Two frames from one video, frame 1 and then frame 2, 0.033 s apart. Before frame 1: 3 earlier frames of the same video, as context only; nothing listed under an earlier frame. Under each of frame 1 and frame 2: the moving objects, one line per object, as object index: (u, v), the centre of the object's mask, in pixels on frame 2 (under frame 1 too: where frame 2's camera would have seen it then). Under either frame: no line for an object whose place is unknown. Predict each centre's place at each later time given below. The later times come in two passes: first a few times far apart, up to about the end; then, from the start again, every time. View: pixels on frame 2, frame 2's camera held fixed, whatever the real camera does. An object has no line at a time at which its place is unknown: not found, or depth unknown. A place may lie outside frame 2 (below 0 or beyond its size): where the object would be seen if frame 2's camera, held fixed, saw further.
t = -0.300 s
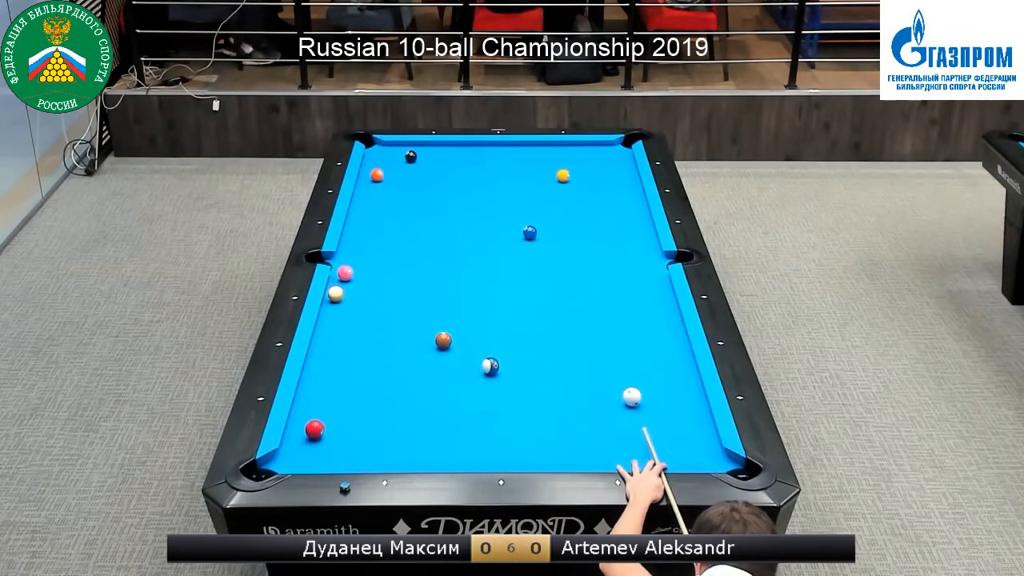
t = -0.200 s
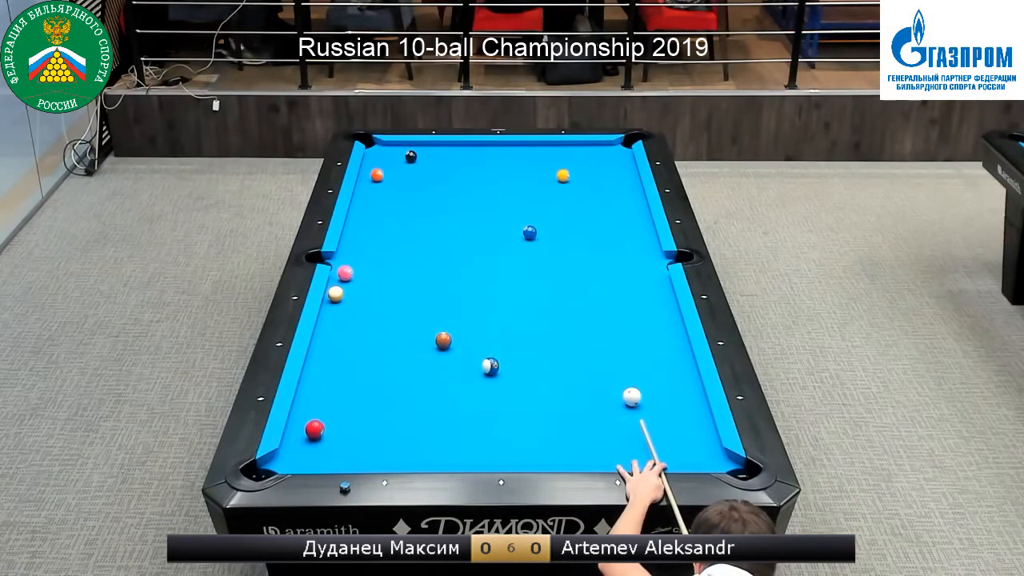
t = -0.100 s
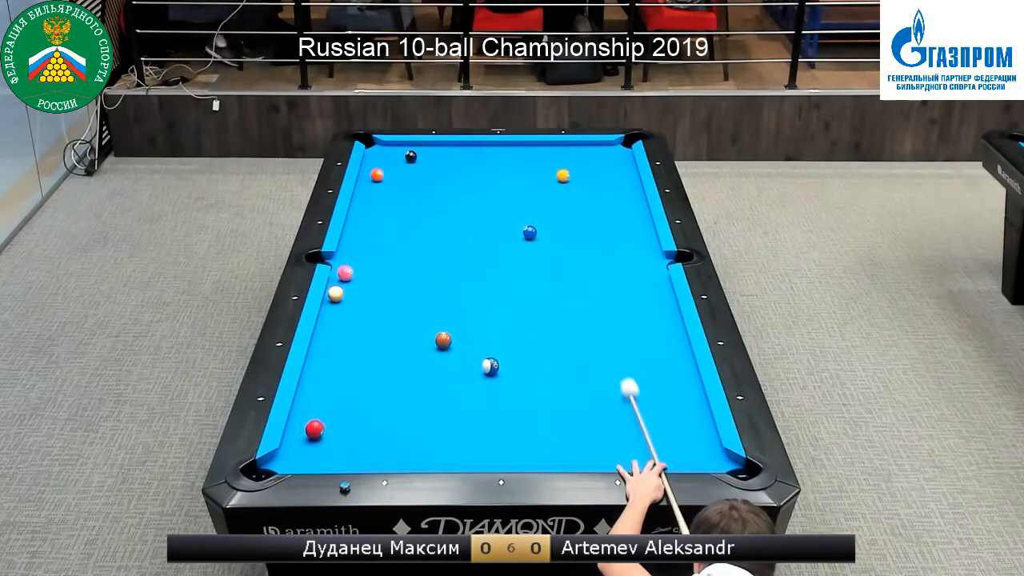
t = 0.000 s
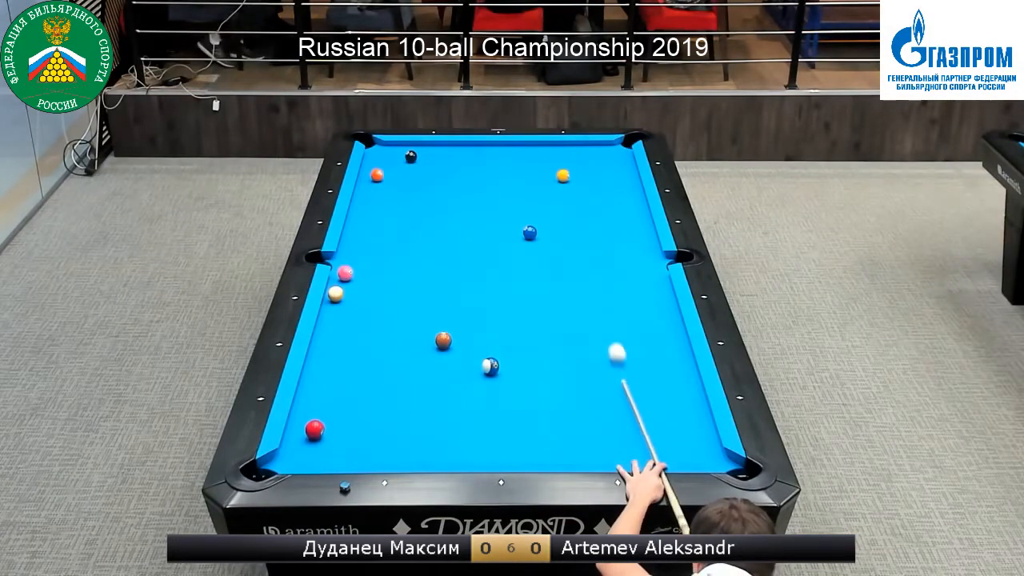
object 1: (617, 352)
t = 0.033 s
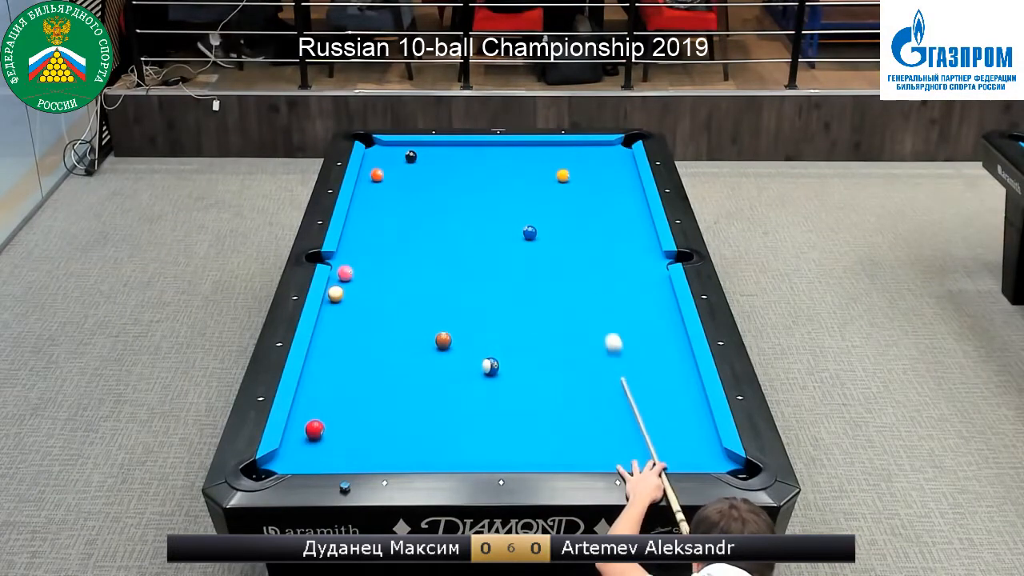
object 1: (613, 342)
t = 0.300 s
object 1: (590, 278)
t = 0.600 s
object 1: (571, 223)
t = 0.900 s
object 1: (553, 179)
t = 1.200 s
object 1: (508, 158)
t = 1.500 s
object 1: (471, 148)
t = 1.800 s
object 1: (441, 159)
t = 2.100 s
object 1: (411, 170)
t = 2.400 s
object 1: (381, 182)
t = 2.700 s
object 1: (363, 192)
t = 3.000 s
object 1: (376, 202)
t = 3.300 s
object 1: (389, 212)
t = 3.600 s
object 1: (401, 221)
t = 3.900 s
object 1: (413, 231)
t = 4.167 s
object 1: (423, 238)
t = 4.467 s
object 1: (434, 246)
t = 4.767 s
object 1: (444, 254)
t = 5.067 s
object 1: (453, 261)
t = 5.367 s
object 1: (461, 268)
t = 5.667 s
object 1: (468, 274)
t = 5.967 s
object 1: (475, 278)
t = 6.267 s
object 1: (480, 283)
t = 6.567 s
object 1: (484, 287)
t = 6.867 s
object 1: (487, 289)
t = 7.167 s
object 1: (489, 292)
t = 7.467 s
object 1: (491, 293)
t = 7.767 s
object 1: (491, 293)
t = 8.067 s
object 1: (491, 293)
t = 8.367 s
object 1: (491, 293)
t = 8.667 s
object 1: (491, 293)
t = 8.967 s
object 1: (491, 293)
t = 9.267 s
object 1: (491, 293)
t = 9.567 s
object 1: (491, 293)
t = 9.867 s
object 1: (491, 293)
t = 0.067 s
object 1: (610, 332)
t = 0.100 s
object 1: (607, 324)
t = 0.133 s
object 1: (604, 316)
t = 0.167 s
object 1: (601, 308)
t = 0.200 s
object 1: (598, 300)
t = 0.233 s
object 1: (595, 292)
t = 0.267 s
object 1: (593, 285)
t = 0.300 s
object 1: (590, 278)
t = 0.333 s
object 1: (588, 271)
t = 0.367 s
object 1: (586, 265)
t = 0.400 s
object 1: (583, 259)
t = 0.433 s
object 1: (581, 252)
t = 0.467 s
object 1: (579, 246)
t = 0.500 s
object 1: (577, 240)
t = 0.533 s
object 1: (575, 234)
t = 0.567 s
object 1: (573, 229)
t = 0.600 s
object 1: (571, 223)
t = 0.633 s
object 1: (569, 218)
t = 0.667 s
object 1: (567, 212)
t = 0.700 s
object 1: (566, 206)
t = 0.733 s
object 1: (564, 201)
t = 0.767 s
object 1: (562, 196)
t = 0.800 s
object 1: (560, 191)
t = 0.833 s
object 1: (558, 186)
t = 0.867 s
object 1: (556, 183)
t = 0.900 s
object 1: (553, 179)
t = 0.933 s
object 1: (547, 177)
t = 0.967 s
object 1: (541, 175)
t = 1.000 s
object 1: (536, 173)
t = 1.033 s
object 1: (531, 170)
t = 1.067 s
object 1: (526, 167)
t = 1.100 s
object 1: (522, 165)
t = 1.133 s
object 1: (517, 163)
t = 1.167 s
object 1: (512, 160)
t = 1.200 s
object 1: (508, 158)
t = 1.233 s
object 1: (503, 155)
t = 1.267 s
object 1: (498, 153)
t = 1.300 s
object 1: (494, 151)
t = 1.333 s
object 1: (489, 149)
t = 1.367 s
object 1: (485, 147)
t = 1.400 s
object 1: (481, 144)
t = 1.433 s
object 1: (477, 145)
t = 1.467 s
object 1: (474, 146)
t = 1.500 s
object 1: (471, 148)
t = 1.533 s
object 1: (467, 149)
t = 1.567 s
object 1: (464, 150)
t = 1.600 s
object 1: (461, 152)
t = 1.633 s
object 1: (457, 153)
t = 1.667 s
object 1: (454, 154)
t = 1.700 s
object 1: (451, 155)
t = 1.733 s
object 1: (448, 156)
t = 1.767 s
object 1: (444, 158)
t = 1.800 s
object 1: (441, 159)
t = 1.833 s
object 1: (438, 160)
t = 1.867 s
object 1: (434, 161)
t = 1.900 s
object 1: (431, 163)
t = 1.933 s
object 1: (428, 164)
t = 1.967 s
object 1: (424, 165)
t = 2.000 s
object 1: (421, 167)
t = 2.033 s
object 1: (418, 168)
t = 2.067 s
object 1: (414, 169)
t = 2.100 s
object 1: (411, 170)
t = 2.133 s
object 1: (408, 172)
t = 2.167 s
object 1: (404, 173)
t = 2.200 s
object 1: (401, 174)
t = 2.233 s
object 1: (398, 175)
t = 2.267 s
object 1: (395, 177)
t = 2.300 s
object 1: (391, 178)
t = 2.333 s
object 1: (388, 179)
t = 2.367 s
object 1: (385, 181)
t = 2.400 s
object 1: (381, 182)
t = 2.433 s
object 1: (378, 183)
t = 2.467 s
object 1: (374, 184)
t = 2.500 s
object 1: (371, 185)
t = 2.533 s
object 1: (368, 187)
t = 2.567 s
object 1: (365, 188)
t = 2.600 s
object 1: (361, 189)
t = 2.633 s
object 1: (359, 190)
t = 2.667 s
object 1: (361, 191)
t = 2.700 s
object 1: (363, 192)
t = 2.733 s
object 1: (364, 193)
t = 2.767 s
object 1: (365, 195)
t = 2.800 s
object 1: (367, 196)
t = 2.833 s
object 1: (368, 197)
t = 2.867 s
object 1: (370, 198)
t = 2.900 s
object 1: (371, 199)
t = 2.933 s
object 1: (373, 200)
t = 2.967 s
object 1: (374, 201)
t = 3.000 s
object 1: (376, 202)
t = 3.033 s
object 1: (377, 203)
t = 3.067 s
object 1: (379, 204)
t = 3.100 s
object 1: (380, 205)
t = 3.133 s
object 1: (382, 207)
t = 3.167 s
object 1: (383, 208)
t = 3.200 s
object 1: (384, 209)
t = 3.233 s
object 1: (386, 210)
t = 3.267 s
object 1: (387, 211)
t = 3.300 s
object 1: (389, 212)
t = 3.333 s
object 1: (390, 213)
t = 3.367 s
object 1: (392, 214)
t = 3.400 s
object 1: (393, 215)
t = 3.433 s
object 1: (394, 216)
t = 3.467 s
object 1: (396, 217)
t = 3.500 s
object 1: (397, 218)
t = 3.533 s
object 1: (398, 219)
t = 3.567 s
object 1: (400, 220)
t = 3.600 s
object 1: (401, 221)
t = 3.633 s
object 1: (402, 222)
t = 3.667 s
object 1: (404, 224)
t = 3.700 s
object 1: (405, 225)
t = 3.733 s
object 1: (406, 225)
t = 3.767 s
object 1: (408, 226)
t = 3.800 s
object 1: (409, 227)
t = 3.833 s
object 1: (411, 228)
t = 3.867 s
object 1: (412, 230)
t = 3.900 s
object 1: (413, 231)
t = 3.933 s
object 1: (414, 232)
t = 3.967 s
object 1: (416, 233)
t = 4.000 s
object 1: (417, 233)
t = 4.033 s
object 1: (418, 234)
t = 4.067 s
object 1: (420, 235)
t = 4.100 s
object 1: (421, 236)
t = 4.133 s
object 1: (422, 237)
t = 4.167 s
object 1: (423, 238)
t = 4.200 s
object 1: (425, 239)
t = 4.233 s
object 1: (426, 240)
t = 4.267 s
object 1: (427, 241)
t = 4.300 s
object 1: (427, 241)
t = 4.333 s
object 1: (430, 243)
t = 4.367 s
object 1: (431, 244)
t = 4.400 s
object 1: (432, 245)
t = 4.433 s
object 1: (433, 246)
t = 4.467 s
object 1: (434, 246)
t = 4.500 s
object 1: (435, 247)
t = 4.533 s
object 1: (436, 248)
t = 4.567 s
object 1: (437, 249)
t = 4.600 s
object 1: (438, 250)
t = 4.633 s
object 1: (439, 251)
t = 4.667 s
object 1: (441, 251)
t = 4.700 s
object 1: (442, 252)
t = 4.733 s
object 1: (443, 253)
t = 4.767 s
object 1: (444, 254)
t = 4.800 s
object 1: (445, 255)
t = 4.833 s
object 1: (446, 256)
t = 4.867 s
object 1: (447, 256)
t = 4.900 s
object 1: (448, 257)
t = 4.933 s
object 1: (449, 258)
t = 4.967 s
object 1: (450, 259)
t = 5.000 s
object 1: (451, 260)
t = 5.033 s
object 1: (452, 260)
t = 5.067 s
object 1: (453, 261)
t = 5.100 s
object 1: (454, 262)
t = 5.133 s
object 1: (455, 263)
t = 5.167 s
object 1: (456, 263)
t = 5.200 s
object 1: (456, 264)
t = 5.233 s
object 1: (457, 265)
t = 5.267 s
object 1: (459, 266)
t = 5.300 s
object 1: (459, 266)
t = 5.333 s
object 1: (460, 267)
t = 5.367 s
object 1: (461, 268)
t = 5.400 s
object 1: (462, 268)
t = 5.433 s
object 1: (463, 269)
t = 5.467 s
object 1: (464, 270)
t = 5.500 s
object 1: (465, 270)
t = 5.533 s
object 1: (465, 271)
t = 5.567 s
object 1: (466, 272)
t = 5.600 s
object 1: (467, 272)
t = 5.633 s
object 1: (468, 273)
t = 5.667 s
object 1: (468, 274)
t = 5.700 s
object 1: (469, 274)
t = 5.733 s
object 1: (470, 275)
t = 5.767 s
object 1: (470, 275)
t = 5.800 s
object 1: (471, 276)
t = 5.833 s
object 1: (472, 276)
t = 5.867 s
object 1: (472, 277)
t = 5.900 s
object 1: (473, 278)
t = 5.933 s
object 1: (474, 278)
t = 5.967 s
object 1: (475, 278)
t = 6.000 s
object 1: (475, 279)
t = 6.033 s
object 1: (476, 280)
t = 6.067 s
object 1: (477, 280)
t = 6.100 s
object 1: (477, 281)
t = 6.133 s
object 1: (478, 281)
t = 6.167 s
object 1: (478, 282)
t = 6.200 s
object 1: (479, 282)
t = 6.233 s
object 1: (479, 283)
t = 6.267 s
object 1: (480, 283)
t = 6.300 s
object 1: (480, 283)
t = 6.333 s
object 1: (481, 284)
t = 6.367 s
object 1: (482, 284)
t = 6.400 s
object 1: (482, 285)
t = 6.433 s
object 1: (482, 285)
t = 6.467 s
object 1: (483, 286)
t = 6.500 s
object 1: (483, 286)
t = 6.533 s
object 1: (484, 286)
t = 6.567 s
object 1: (484, 287)
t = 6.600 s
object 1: (484, 287)
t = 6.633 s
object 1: (485, 287)
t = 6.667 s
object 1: (485, 288)
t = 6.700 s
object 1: (485, 288)
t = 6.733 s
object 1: (486, 288)
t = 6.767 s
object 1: (486, 288)
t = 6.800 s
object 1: (487, 289)
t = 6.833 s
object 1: (487, 289)
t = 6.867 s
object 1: (487, 289)
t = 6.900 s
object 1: (487, 290)
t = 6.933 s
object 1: (488, 290)
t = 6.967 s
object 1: (488, 290)
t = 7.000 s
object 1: (488, 290)
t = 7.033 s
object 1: (488, 291)
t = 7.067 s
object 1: (488, 291)
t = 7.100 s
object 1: (489, 291)
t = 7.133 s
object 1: (489, 291)
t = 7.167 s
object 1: (489, 292)
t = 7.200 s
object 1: (489, 292)
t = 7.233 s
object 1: (489, 292)
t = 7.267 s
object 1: (489, 292)
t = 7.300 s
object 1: (490, 292)
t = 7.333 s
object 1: (490, 292)
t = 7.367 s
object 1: (490, 292)
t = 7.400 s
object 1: (490, 292)
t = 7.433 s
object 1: (490, 292)
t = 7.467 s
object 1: (491, 293)
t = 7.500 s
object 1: (491, 293)
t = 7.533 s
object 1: (491, 293)
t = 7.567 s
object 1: (491, 293)
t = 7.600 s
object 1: (491, 293)
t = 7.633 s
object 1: (491, 293)
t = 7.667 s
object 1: (491, 293)
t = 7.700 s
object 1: (491, 293)
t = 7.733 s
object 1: (491, 293)
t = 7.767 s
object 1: (491, 293)
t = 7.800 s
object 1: (491, 293)
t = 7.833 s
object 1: (491, 293)
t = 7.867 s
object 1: (491, 293)
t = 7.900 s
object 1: (491, 293)
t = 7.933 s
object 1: (491, 293)
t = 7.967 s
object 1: (491, 293)
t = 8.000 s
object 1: (491, 293)
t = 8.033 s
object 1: (491, 293)
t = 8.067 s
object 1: (491, 293)
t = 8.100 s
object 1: (491, 293)
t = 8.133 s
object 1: (491, 293)
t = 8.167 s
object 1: (491, 293)
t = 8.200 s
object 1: (491, 293)
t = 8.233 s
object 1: (491, 293)
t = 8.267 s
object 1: (491, 293)
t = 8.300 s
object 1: (491, 293)
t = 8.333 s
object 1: (491, 293)
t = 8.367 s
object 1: (491, 293)
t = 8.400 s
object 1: (491, 293)
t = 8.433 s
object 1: (491, 293)
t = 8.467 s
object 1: (491, 293)
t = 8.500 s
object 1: (491, 293)
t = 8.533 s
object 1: (491, 293)
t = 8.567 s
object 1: (491, 293)
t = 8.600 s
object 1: (491, 293)
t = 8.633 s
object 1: (491, 293)
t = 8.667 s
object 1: (491, 293)
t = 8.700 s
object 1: (491, 293)
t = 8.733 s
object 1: (491, 293)
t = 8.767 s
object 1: (491, 293)
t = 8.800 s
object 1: (491, 293)
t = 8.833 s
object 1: (491, 293)
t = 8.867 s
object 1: (491, 293)
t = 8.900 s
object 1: (491, 293)
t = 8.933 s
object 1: (491, 293)
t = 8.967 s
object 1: (491, 293)
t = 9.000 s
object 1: (491, 293)
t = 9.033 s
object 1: (491, 293)
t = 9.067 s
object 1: (491, 293)
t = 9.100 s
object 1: (491, 293)
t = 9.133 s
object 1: (491, 293)
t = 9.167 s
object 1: (491, 293)
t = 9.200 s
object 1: (491, 293)
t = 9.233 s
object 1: (491, 293)
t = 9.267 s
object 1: (491, 293)
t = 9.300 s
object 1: (491, 293)
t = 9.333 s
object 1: (491, 293)
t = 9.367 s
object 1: (491, 293)
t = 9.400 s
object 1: (491, 293)
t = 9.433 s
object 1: (491, 293)
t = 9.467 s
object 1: (491, 293)
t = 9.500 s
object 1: (491, 293)
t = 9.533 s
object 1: (491, 293)
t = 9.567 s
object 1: (491, 293)
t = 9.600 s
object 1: (491, 293)
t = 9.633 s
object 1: (491, 293)
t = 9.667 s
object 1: (491, 293)
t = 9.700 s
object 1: (491, 293)
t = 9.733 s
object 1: (491, 293)
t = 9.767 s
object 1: (491, 293)
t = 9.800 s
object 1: (491, 293)
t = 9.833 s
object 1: (491, 293)
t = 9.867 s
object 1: (491, 293)
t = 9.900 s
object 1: (491, 293)
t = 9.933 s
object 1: (491, 293)
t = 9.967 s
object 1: (491, 293)
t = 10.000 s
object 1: (491, 293)
